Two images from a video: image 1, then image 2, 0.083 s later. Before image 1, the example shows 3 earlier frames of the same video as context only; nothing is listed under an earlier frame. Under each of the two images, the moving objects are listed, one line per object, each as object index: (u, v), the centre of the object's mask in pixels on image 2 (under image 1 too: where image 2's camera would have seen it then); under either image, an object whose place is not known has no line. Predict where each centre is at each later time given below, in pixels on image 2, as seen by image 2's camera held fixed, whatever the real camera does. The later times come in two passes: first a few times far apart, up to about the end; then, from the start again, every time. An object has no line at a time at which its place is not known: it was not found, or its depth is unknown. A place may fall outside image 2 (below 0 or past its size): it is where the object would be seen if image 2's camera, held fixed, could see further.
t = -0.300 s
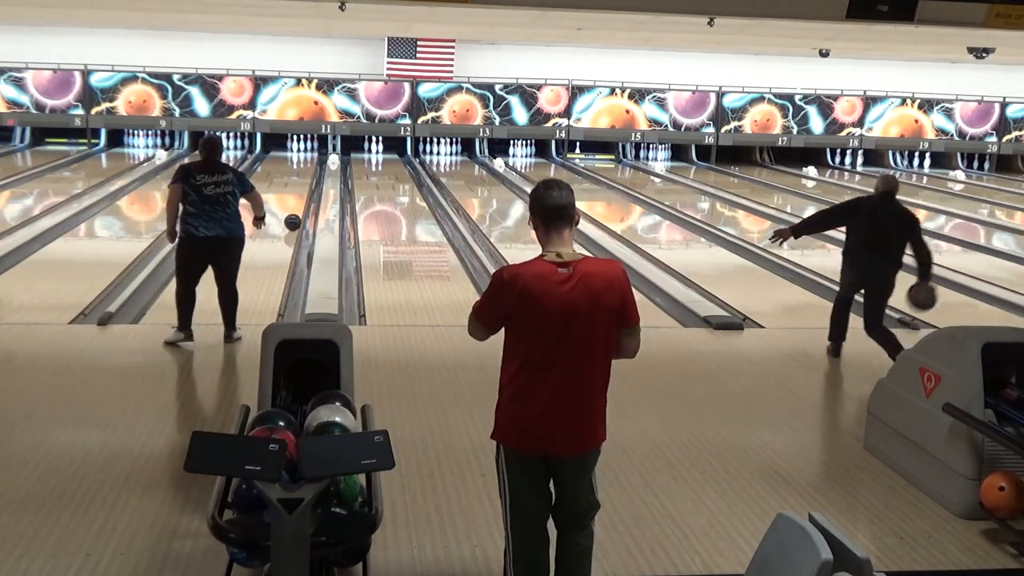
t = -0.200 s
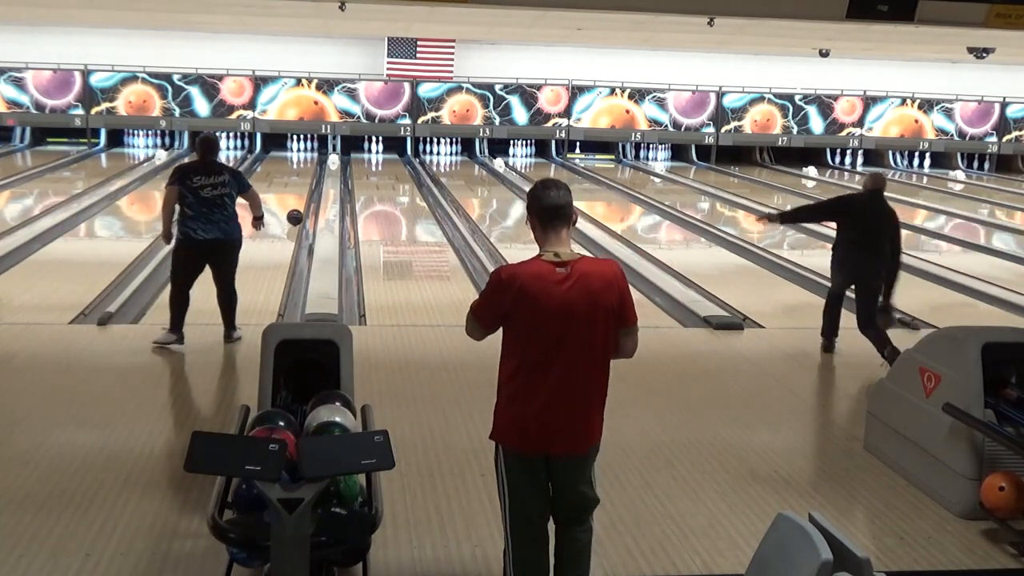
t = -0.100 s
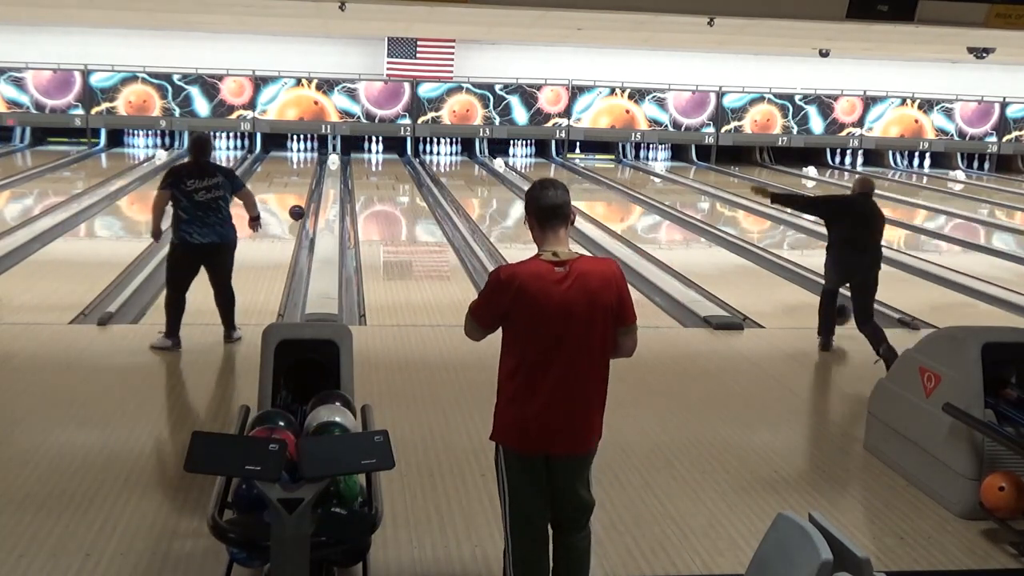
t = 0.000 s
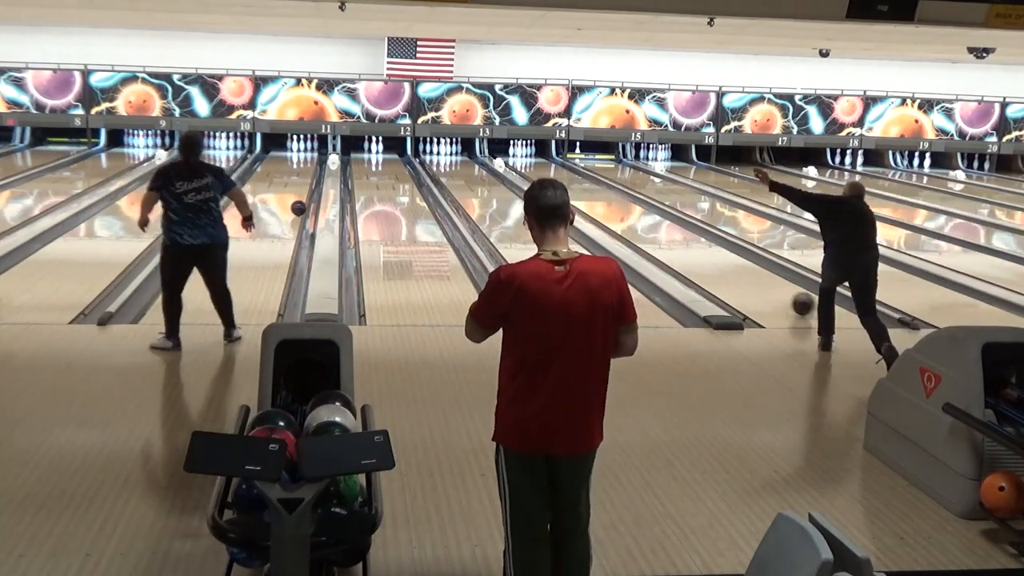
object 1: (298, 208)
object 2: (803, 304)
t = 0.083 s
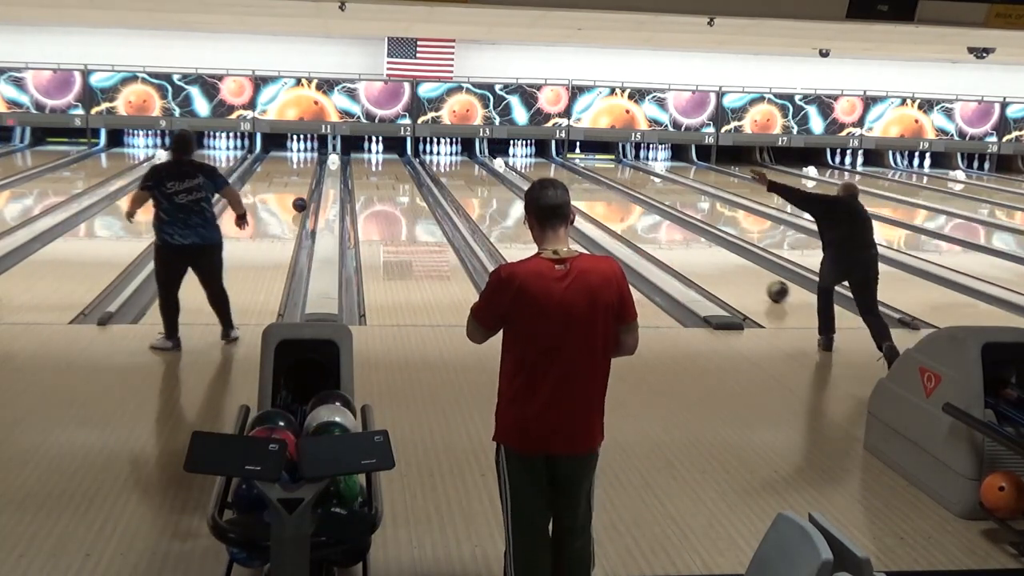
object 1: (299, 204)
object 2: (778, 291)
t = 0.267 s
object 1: (302, 197)
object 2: (730, 266)
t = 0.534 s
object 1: (305, 189)
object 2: (678, 238)
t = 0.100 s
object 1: (299, 204)
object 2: (773, 289)
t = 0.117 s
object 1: (300, 203)
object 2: (768, 286)
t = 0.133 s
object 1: (300, 202)
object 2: (764, 284)
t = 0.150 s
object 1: (300, 202)
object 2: (759, 281)
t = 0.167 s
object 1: (300, 201)
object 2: (755, 279)
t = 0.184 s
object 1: (301, 201)
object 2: (751, 277)
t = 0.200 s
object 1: (301, 200)
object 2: (747, 274)
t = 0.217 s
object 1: (301, 199)
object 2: (742, 272)
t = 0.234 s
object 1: (301, 199)
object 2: (738, 270)
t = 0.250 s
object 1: (301, 198)
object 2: (734, 268)
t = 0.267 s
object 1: (302, 197)
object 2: (730, 266)
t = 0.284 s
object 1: (302, 197)
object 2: (727, 264)
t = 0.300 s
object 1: (302, 196)
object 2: (723, 262)
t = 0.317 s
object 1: (302, 196)
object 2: (719, 260)
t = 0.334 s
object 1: (302, 195)
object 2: (716, 258)
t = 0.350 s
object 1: (303, 194)
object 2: (712, 256)
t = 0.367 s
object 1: (303, 194)
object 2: (709, 254)
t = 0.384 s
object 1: (303, 194)
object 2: (706, 252)
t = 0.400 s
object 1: (303, 193)
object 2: (702, 251)
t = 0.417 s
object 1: (303, 192)
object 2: (699, 249)
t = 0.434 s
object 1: (304, 192)
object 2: (696, 247)
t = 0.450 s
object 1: (304, 191)
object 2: (693, 245)
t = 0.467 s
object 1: (304, 191)
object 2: (690, 244)
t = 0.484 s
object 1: (304, 190)
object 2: (687, 242)
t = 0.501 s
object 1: (304, 190)
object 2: (684, 241)
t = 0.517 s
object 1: (304, 189)
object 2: (681, 239)
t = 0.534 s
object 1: (305, 189)
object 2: (678, 238)
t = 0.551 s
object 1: (305, 188)
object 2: (675, 236)
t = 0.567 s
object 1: (305, 188)
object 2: (672, 235)
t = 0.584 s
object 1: (305, 187)
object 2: (670, 233)
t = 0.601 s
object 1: (305, 187)
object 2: (667, 232)
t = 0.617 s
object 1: (305, 186)
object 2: (664, 231)
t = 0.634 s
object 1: (306, 186)
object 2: (662, 229)
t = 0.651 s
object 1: (306, 185)
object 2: (659, 228)
